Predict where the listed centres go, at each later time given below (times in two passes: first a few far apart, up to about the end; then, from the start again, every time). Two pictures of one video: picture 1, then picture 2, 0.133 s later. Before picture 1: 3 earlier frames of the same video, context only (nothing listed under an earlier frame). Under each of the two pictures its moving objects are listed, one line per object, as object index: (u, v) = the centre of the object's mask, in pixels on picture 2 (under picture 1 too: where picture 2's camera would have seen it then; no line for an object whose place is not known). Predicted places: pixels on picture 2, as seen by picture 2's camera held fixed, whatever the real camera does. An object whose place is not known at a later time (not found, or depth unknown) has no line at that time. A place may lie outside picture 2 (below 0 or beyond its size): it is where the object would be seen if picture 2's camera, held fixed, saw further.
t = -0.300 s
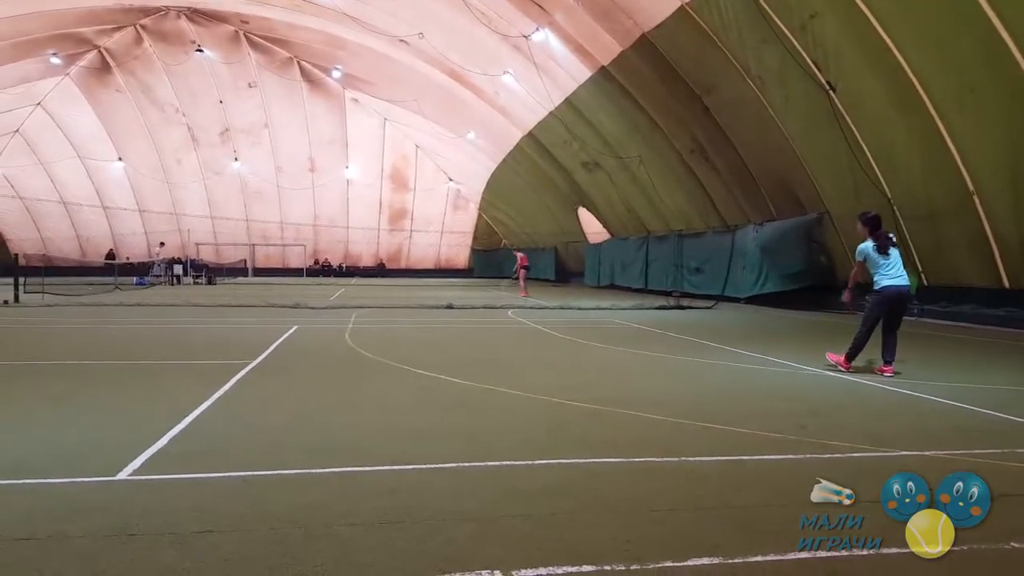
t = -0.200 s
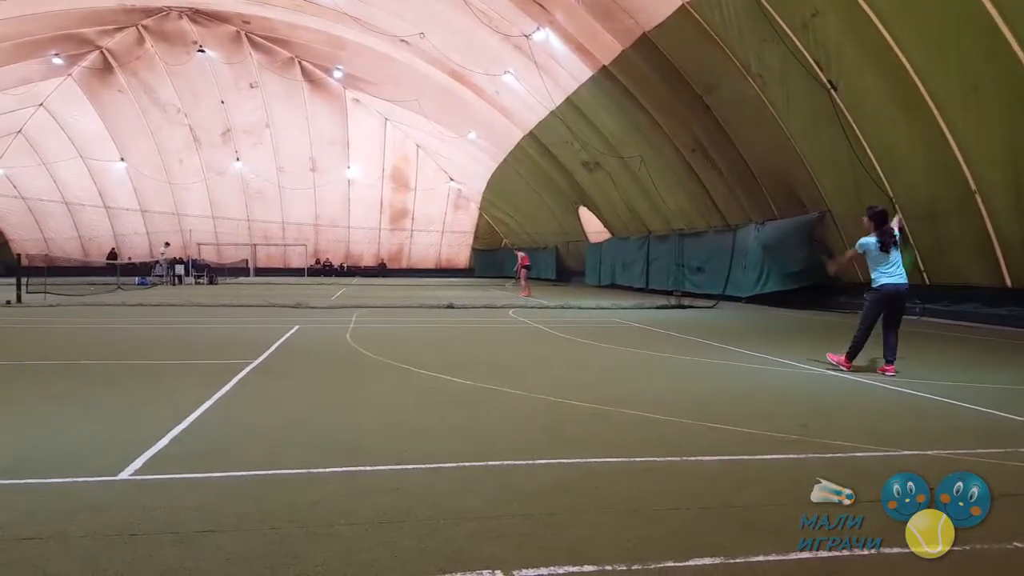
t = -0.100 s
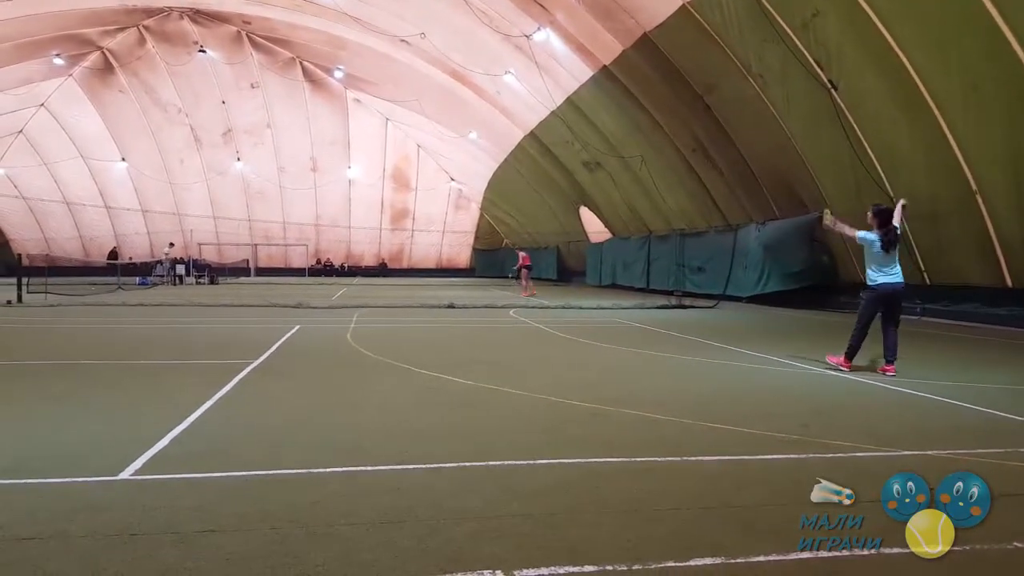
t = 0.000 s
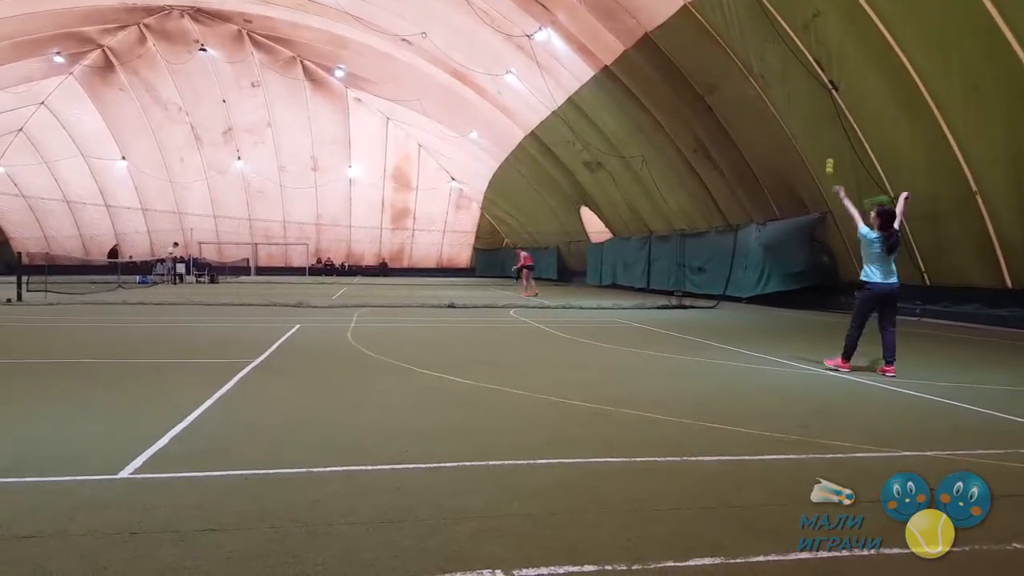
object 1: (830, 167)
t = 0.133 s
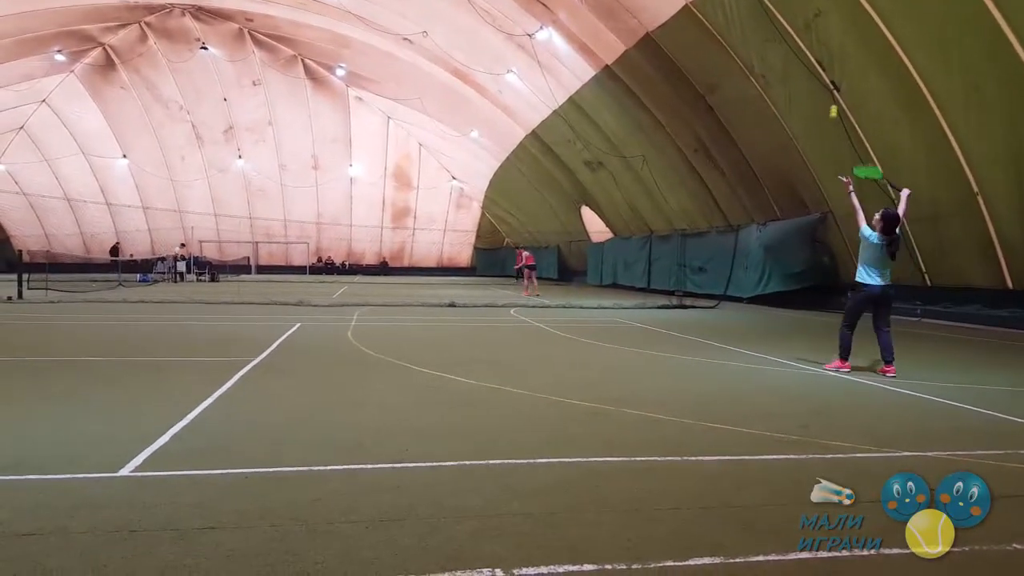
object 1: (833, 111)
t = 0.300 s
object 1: (836, 65)
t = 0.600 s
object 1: (838, 50)
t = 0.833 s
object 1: (838, 102)
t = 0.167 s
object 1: (834, 100)
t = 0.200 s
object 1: (834, 89)
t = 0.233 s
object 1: (835, 81)
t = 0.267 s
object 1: (835, 73)
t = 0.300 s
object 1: (836, 65)
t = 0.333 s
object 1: (836, 58)
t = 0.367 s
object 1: (836, 55)
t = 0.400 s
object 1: (836, 50)
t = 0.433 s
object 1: (836, 47)
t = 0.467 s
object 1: (837, 46)
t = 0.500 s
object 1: (837, 45)
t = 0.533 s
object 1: (837, 46)
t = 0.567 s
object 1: (838, 47)
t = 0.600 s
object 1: (838, 50)
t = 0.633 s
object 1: (838, 54)
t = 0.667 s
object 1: (838, 58)
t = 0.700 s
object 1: (838, 64)
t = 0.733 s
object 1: (839, 72)
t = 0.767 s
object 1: (839, 81)
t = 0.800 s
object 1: (838, 91)
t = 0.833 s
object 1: (838, 102)
